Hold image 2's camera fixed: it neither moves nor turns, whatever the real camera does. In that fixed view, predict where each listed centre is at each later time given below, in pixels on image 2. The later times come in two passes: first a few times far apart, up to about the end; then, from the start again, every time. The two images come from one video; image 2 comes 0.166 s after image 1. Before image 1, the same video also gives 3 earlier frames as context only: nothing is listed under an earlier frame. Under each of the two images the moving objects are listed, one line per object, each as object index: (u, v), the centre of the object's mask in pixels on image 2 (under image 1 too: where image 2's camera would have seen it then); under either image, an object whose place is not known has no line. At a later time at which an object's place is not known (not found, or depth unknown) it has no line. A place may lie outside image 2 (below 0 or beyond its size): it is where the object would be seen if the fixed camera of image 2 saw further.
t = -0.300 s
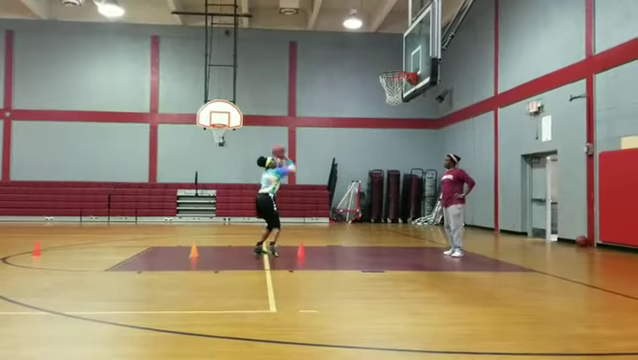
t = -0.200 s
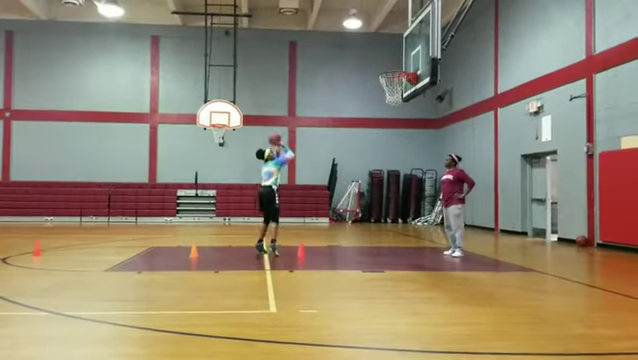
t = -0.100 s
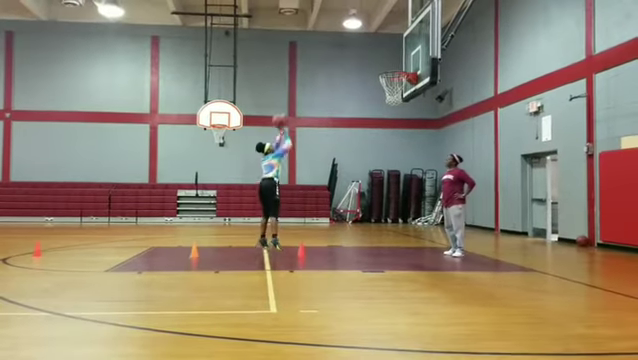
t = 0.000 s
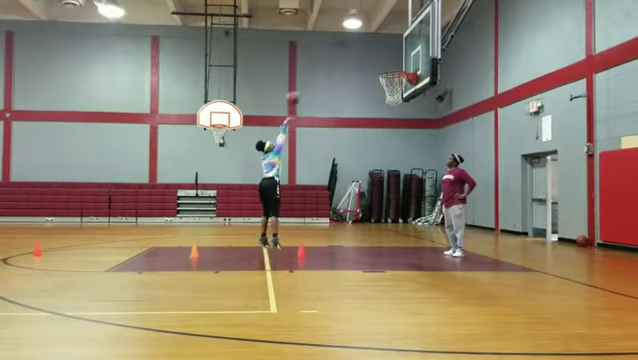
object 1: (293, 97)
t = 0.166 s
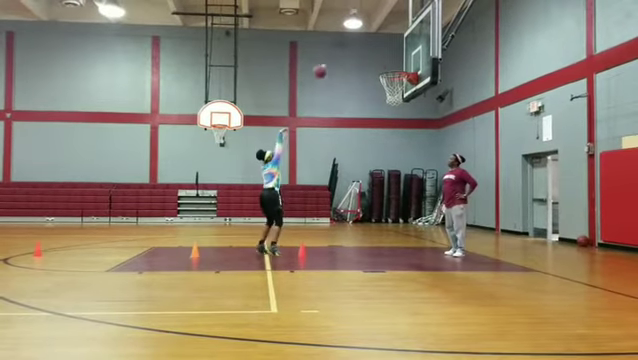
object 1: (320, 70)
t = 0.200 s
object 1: (326, 67)
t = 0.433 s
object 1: (364, 58)
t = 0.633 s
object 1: (395, 69)
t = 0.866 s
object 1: (403, 107)
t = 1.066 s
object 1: (401, 154)
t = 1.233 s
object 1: (399, 210)
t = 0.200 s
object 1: (326, 67)
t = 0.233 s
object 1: (331, 63)
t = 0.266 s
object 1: (336, 61)
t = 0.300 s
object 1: (342, 59)
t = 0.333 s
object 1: (347, 58)
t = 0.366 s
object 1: (352, 57)
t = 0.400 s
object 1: (358, 57)
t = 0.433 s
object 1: (364, 58)
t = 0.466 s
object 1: (368, 59)
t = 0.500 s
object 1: (374, 61)
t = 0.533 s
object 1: (380, 63)
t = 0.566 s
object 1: (384, 66)
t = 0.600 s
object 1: (389, 67)
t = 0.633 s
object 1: (395, 69)
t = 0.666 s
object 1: (400, 78)
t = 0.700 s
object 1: (402, 83)
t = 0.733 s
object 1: (403, 85)
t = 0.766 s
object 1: (404, 95)
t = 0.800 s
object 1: (403, 98)
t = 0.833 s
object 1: (403, 101)
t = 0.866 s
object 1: (403, 107)
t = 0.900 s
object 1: (403, 113)
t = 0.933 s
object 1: (401, 118)
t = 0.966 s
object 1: (401, 127)
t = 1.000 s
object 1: (402, 135)
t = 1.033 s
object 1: (402, 145)
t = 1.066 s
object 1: (401, 154)
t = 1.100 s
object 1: (401, 163)
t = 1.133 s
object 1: (399, 174)
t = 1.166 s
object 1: (399, 184)
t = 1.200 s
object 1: (399, 197)
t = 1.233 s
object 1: (399, 210)
